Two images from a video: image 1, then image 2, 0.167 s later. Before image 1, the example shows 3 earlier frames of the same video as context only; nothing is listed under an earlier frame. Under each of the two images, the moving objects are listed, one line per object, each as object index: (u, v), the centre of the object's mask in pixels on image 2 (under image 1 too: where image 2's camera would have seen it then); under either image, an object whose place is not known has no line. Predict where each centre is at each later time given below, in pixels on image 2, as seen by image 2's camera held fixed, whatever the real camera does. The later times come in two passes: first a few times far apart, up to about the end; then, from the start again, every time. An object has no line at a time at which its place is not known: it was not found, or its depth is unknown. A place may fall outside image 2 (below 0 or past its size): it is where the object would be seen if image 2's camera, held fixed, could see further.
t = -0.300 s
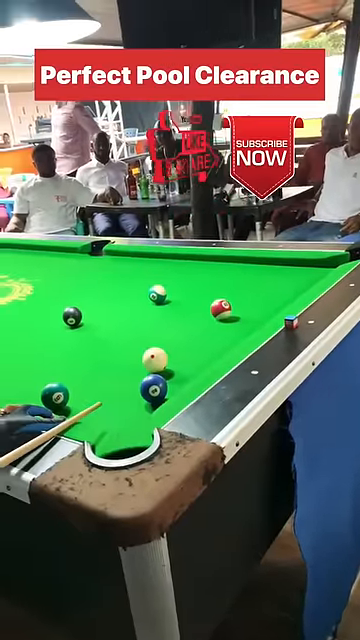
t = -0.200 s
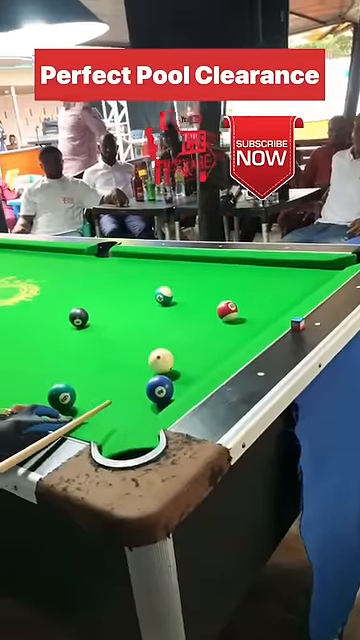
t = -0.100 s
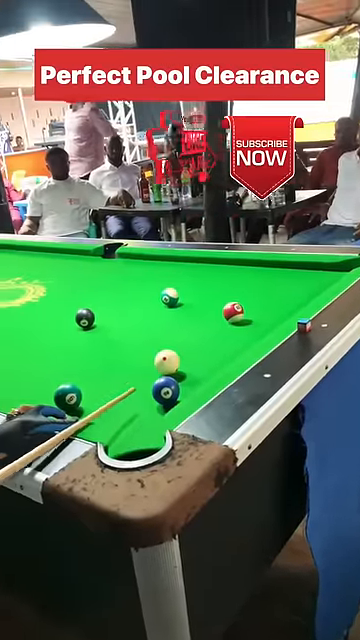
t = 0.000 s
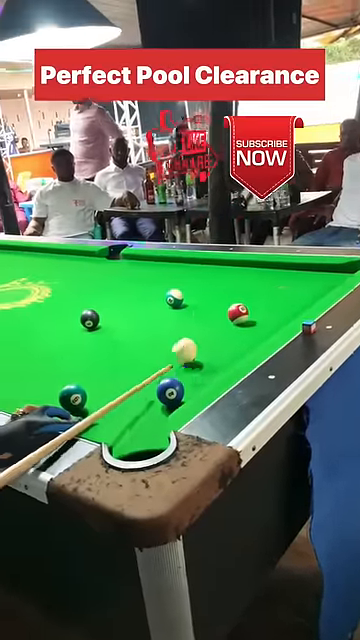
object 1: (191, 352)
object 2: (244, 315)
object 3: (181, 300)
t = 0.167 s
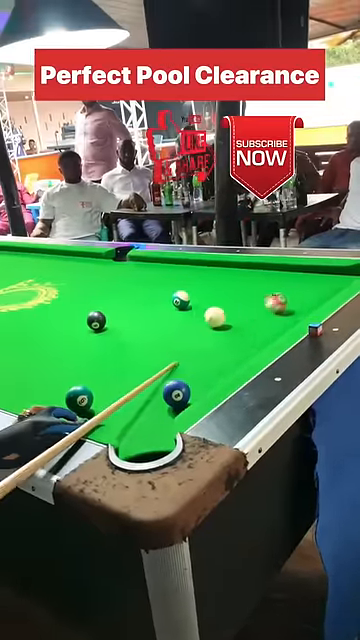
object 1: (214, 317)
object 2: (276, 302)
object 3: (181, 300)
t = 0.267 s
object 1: (200, 313)
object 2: (310, 288)
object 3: (180, 300)
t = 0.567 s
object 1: (161, 305)
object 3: (183, 298)
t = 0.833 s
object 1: (127, 304)
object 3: (186, 294)
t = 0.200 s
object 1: (209, 315)
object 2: (288, 298)
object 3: (181, 300)
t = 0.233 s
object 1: (205, 314)
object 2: (299, 293)
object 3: (181, 300)
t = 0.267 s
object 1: (200, 313)
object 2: (310, 288)
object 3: (180, 300)
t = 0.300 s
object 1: (195, 311)
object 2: (320, 285)
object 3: (180, 300)
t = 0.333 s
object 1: (191, 310)
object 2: (330, 282)
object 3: (179, 299)
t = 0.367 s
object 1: (187, 309)
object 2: (338, 278)
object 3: (179, 297)
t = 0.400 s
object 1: (182, 308)
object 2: (346, 275)
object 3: (178, 297)
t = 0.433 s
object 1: (179, 307)
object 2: (350, 272)
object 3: (182, 296)
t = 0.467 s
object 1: (174, 305)
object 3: (183, 297)
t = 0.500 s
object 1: (170, 305)
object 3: (183, 298)
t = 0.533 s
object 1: (165, 306)
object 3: (182, 298)
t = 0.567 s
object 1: (161, 305)
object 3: (183, 298)
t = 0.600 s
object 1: (156, 305)
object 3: (184, 297)
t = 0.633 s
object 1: (152, 305)
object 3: (183, 297)
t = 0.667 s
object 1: (147, 305)
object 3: (183, 296)
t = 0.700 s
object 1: (143, 304)
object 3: (184, 296)
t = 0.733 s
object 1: (139, 304)
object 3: (184, 295)
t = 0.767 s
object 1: (135, 304)
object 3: (185, 294)
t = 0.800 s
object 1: (131, 304)
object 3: (185, 294)
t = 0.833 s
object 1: (127, 304)
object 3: (186, 294)
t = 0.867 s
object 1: (123, 304)
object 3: (186, 293)
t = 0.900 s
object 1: (119, 303)
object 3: (186, 293)
